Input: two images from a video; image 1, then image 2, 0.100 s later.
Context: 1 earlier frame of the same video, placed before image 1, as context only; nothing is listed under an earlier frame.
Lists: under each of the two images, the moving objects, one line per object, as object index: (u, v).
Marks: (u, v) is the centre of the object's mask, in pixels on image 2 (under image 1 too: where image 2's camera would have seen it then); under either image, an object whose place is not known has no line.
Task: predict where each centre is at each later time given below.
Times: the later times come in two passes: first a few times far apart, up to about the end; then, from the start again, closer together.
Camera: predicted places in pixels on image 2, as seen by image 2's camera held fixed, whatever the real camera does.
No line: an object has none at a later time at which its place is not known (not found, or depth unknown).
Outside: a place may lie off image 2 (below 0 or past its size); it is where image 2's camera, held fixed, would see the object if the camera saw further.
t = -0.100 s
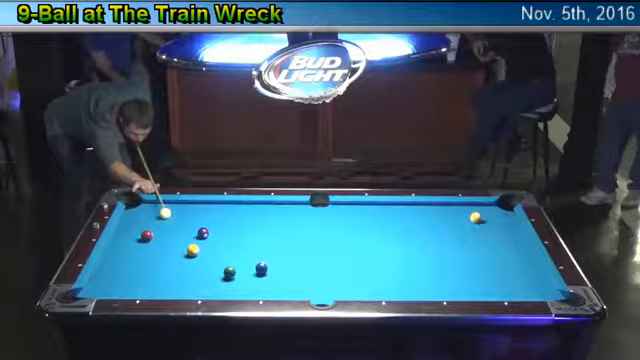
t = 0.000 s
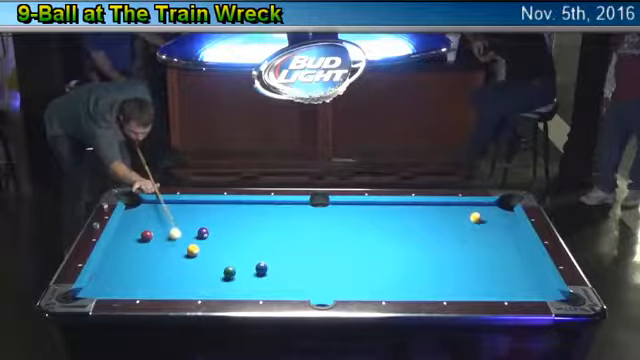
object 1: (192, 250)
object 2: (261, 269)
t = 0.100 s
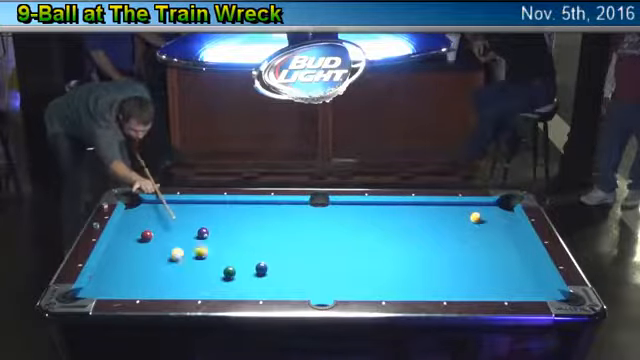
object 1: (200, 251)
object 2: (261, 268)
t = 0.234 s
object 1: (233, 257)
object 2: (261, 268)
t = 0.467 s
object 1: (276, 262)
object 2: (264, 272)
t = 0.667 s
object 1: (311, 261)
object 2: (268, 280)
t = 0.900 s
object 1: (350, 261)
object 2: (272, 287)
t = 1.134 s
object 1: (387, 260)
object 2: (277, 292)
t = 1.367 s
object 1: (423, 260)
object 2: (279, 291)
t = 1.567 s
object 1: (453, 259)
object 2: (281, 289)
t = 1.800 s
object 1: (486, 258)
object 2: (284, 286)
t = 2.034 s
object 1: (519, 257)
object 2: (287, 284)
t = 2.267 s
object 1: (522, 256)
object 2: (288, 282)
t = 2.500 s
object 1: (506, 256)
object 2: (289, 281)
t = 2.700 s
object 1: (493, 255)
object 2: (289, 281)
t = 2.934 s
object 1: (479, 255)
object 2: (289, 281)
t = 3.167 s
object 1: (464, 254)
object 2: (289, 281)
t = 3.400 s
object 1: (452, 254)
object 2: (289, 281)
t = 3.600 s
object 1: (442, 254)
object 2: (289, 281)
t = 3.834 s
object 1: (432, 254)
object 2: (289, 281)
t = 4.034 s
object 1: (422, 254)
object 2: (289, 281)
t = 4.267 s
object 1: (414, 253)
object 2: (289, 281)
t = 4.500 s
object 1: (407, 253)
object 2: (289, 281)
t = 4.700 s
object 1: (401, 253)
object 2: (289, 281)
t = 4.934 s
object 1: (397, 253)
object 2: (289, 281)
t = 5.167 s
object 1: (392, 253)
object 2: (289, 281)
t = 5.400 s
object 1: (389, 253)
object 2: (289, 281)
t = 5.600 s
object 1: (387, 254)
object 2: (289, 281)
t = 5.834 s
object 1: (387, 254)
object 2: (289, 281)
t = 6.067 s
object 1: (387, 254)
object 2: (289, 281)
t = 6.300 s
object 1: (387, 254)
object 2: (289, 281)
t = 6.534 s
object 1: (387, 254)
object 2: (289, 281)
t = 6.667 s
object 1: (387, 254)
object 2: (289, 281)
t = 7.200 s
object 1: (387, 254)
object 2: (289, 280)
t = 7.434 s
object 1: (387, 253)
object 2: (289, 280)
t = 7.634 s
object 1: (387, 253)
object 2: (289, 281)
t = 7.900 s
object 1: (387, 253)
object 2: (289, 281)
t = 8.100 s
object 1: (387, 253)
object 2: (289, 281)
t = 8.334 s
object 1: (387, 253)
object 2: (289, 281)
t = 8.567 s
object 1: (387, 253)
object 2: (289, 281)
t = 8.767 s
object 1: (387, 254)
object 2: (289, 281)
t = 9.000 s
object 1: (387, 253)
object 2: (289, 281)
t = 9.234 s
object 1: (387, 253)
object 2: (289, 281)
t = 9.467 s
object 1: (387, 253)
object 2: (289, 281)
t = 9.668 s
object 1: (387, 253)
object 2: (289, 281)
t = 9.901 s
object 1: (387, 253)
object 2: (289, 281)
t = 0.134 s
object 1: (210, 253)
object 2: (261, 268)
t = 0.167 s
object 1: (218, 254)
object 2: (261, 269)
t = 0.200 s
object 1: (225, 255)
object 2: (261, 268)
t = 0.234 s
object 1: (233, 257)
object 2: (261, 268)
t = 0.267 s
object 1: (240, 259)
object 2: (261, 268)
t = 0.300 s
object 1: (245, 260)
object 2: (261, 268)
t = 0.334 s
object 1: (251, 261)
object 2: (261, 268)
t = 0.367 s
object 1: (259, 260)
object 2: (261, 269)
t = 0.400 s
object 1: (265, 260)
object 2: (262, 270)
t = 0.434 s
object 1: (271, 261)
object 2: (263, 271)
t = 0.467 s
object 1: (276, 262)
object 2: (264, 272)
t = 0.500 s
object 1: (282, 262)
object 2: (265, 274)
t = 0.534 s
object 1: (288, 261)
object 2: (265, 276)
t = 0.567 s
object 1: (293, 261)
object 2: (266, 277)
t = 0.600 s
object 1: (299, 261)
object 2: (266, 278)
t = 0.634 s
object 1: (305, 261)
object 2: (267, 279)
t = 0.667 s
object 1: (311, 261)
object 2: (268, 280)
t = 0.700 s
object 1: (316, 261)
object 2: (268, 282)
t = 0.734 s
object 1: (322, 261)
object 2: (269, 283)
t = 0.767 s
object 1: (327, 261)
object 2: (270, 283)
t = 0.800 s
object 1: (333, 261)
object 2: (270, 285)
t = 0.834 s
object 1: (338, 261)
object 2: (271, 286)
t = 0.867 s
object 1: (344, 261)
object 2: (272, 287)
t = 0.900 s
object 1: (350, 261)
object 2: (272, 287)
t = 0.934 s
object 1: (355, 261)
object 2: (273, 289)
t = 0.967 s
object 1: (361, 261)
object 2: (273, 290)
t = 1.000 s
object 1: (366, 261)
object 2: (274, 291)
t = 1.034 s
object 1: (372, 261)
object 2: (274, 291)
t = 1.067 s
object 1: (377, 261)
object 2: (275, 292)
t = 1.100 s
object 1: (382, 260)
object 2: (276, 292)
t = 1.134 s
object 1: (387, 260)
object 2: (277, 292)
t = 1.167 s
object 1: (392, 260)
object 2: (277, 292)
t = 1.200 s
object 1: (397, 261)
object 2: (277, 292)
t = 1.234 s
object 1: (403, 260)
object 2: (278, 291)
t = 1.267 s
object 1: (408, 260)
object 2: (278, 291)
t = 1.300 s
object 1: (413, 260)
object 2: (278, 291)
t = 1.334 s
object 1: (417, 260)
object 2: (279, 291)
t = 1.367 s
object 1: (423, 260)
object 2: (279, 291)
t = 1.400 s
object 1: (428, 260)
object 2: (279, 290)
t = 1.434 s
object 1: (433, 259)
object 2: (280, 290)
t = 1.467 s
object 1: (438, 259)
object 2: (280, 290)
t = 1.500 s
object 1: (443, 259)
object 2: (281, 289)
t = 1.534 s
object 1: (448, 260)
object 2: (281, 289)
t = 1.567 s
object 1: (453, 259)
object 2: (281, 289)
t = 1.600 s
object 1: (458, 259)
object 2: (282, 289)
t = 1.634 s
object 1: (462, 258)
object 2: (282, 289)
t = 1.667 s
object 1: (468, 258)
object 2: (283, 288)
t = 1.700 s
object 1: (472, 258)
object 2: (283, 288)
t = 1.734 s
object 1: (477, 258)
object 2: (283, 288)
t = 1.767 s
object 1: (481, 258)
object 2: (284, 286)
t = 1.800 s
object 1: (486, 258)
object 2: (284, 286)
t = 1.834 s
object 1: (491, 258)
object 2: (284, 286)
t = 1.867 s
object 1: (496, 257)
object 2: (285, 285)
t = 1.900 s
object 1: (501, 258)
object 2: (286, 285)
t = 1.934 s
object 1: (505, 258)
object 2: (286, 284)
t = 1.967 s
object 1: (509, 258)
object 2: (286, 284)
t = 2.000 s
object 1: (514, 257)
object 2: (287, 284)
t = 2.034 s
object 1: (519, 257)
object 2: (287, 284)
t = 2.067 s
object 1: (523, 257)
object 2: (287, 283)
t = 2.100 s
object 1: (527, 257)
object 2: (287, 283)
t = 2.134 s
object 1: (531, 257)
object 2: (288, 283)
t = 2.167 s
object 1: (530, 257)
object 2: (288, 282)
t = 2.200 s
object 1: (528, 257)
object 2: (288, 282)
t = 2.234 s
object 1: (525, 256)
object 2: (288, 282)
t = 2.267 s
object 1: (522, 256)
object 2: (288, 282)
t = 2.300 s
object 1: (520, 256)
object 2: (288, 282)
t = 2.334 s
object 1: (518, 256)
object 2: (288, 282)
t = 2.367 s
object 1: (517, 256)
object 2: (289, 281)
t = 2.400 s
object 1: (514, 257)
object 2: (288, 281)
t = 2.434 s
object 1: (510, 255)
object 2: (289, 281)
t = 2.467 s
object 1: (508, 256)
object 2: (289, 281)
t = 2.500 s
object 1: (506, 256)
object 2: (289, 281)
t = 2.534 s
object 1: (503, 256)
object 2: (289, 281)
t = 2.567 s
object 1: (501, 256)
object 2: (289, 281)
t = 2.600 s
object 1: (497, 256)
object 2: (289, 281)
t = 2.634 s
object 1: (496, 256)
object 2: (289, 281)
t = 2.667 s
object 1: (494, 256)
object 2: (289, 281)
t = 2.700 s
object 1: (493, 255)
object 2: (289, 281)
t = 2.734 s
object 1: (490, 255)
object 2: (289, 281)
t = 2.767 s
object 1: (488, 255)
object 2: (289, 281)
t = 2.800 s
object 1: (486, 255)
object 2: (289, 281)
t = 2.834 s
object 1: (485, 255)
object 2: (289, 281)
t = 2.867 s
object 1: (483, 255)
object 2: (289, 281)
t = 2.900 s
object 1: (481, 255)
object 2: (289, 281)
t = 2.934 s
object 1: (479, 255)
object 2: (289, 281)
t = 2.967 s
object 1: (476, 255)
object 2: (289, 281)
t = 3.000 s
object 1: (474, 255)
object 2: (289, 281)
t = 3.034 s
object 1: (472, 255)
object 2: (289, 281)
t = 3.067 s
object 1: (470, 255)
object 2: (289, 281)
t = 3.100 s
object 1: (468, 255)
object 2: (289, 281)
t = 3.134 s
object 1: (466, 255)
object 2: (289, 281)
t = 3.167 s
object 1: (464, 254)
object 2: (289, 281)
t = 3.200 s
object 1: (463, 254)
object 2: (289, 281)
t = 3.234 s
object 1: (461, 254)
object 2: (289, 281)
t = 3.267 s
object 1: (459, 254)
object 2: (289, 281)
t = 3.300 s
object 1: (458, 254)
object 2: (289, 281)
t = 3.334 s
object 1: (455, 254)
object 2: (289, 281)
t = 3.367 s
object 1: (454, 254)
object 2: (289, 281)
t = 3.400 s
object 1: (452, 254)
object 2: (289, 281)
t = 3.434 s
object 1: (452, 254)
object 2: (289, 281)
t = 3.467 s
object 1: (449, 254)
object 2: (289, 281)
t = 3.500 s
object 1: (449, 254)
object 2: (289, 281)
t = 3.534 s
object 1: (445, 254)
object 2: (289, 281)
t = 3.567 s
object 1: (444, 254)
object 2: (289, 281)
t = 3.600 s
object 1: (442, 254)
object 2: (289, 281)
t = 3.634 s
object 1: (441, 254)
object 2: (289, 281)
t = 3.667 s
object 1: (440, 254)
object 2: (289, 281)
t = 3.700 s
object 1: (438, 254)
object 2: (289, 281)
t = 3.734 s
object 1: (436, 254)
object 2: (289, 281)
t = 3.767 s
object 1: (435, 254)
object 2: (289, 281)
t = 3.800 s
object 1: (433, 254)
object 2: (289, 281)
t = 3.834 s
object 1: (432, 254)
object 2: (289, 281)
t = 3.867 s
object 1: (430, 254)
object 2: (289, 281)
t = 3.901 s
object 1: (427, 254)
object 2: (289, 281)
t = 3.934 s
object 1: (427, 254)
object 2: (289, 281)
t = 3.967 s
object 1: (425, 254)
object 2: (289, 281)
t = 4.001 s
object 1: (424, 254)
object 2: (289, 281)
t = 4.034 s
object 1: (422, 254)
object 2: (289, 281)
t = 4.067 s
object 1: (421, 253)
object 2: (289, 281)
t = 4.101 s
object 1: (420, 254)
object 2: (289, 281)
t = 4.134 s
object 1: (419, 254)
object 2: (289, 281)
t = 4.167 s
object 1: (417, 254)
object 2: (289, 281)
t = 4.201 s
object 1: (416, 253)
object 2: (289, 281)
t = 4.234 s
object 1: (415, 253)
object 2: (289, 281)
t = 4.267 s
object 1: (414, 253)
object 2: (289, 281)
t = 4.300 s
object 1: (413, 253)
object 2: (289, 281)
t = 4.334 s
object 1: (412, 254)
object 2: (289, 281)
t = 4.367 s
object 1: (411, 253)
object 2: (289, 281)
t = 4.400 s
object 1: (411, 253)
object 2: (289, 281)
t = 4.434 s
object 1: (409, 253)
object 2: (289, 281)
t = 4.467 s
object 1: (409, 254)
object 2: (289, 281)
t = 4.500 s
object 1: (407, 253)
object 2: (289, 281)
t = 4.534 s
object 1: (406, 253)
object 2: (289, 281)
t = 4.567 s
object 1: (405, 253)
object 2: (289, 281)
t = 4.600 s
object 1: (403, 253)
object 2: (289, 281)
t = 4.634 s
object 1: (403, 253)
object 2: (289, 281)
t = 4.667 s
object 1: (403, 253)
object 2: (289, 281)
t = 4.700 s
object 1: (401, 253)
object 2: (289, 281)
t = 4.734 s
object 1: (400, 253)
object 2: (289, 281)
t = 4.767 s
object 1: (400, 253)
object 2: (289, 281)
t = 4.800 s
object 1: (399, 253)
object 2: (289, 281)
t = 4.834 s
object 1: (398, 253)
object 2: (289, 281)
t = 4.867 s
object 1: (398, 253)
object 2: (289, 281)
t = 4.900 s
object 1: (397, 253)
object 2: (289, 281)
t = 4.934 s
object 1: (397, 253)
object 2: (289, 281)
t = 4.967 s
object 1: (395, 253)
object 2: (289, 281)
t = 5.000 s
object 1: (395, 253)
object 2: (289, 281)
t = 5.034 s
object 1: (394, 253)
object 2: (289, 281)
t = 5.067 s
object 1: (394, 253)
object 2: (289, 281)
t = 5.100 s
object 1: (393, 253)
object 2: (289, 281)
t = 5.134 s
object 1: (392, 253)
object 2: (289, 281)
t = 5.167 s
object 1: (392, 253)
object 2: (289, 281)
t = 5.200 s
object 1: (391, 254)
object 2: (289, 281)
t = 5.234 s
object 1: (391, 254)
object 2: (289, 281)
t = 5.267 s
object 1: (391, 253)
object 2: (289, 281)
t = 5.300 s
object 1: (391, 253)
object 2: (289, 281)
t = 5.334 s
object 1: (391, 253)
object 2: (289, 281)
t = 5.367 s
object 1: (390, 254)
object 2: (289, 281)
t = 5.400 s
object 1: (389, 253)
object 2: (289, 281)
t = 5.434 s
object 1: (389, 253)
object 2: (289, 281)
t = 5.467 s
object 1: (388, 253)
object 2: (289, 281)
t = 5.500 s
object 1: (388, 254)
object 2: (289, 281)
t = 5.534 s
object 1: (388, 254)
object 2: (289, 281)
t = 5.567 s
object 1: (387, 254)
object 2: (289, 281)
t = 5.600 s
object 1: (387, 254)
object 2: (289, 281)
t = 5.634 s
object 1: (387, 254)
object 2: (289, 281)
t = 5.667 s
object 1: (387, 254)
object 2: (289, 281)
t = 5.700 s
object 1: (387, 254)
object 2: (289, 281)
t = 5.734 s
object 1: (387, 254)
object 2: (289, 281)
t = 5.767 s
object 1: (387, 254)
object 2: (289, 281)
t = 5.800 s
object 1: (387, 254)
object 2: (289, 281)
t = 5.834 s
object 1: (387, 254)
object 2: (289, 281)
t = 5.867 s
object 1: (387, 254)
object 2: (289, 281)
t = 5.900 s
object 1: (387, 254)
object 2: (289, 281)
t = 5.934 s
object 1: (387, 254)
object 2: (289, 281)
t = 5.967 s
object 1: (387, 254)
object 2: (289, 281)
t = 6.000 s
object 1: (387, 254)
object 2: (289, 281)
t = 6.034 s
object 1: (387, 254)
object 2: (289, 281)
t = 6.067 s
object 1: (387, 254)
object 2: (289, 281)
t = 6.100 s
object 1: (387, 254)
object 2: (289, 281)
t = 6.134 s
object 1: (387, 254)
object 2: (289, 281)
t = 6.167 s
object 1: (387, 254)
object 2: (289, 281)
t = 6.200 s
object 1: (387, 254)
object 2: (289, 281)
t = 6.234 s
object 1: (387, 254)
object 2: (289, 281)
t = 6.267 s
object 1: (387, 254)
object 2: (289, 281)
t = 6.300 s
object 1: (387, 254)
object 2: (289, 281)
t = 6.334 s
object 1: (387, 254)
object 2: (289, 281)
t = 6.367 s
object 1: (387, 254)
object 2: (289, 281)
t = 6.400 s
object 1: (387, 254)
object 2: (289, 281)
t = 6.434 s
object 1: (387, 254)
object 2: (289, 281)
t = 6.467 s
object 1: (387, 254)
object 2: (289, 281)
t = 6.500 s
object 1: (387, 254)
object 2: (289, 281)
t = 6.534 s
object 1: (387, 254)
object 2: (289, 281)
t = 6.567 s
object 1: (387, 254)
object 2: (289, 281)
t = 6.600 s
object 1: (387, 254)
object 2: (289, 281)
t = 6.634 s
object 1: (387, 254)
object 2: (289, 281)
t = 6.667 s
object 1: (387, 254)
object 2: (289, 281)
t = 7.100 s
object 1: (387, 253)
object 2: (289, 280)
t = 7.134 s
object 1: (387, 253)
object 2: (289, 280)
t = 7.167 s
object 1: (387, 253)
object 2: (289, 280)
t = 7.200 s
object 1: (387, 254)
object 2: (289, 280)
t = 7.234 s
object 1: (387, 254)
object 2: (289, 280)
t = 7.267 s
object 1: (387, 254)
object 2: (289, 280)
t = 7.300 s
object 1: (387, 254)
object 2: (289, 280)
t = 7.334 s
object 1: (387, 254)
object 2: (289, 280)
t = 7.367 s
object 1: (387, 254)
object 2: (289, 280)
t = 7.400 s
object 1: (387, 253)
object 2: (289, 280)
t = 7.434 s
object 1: (387, 253)
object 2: (289, 280)
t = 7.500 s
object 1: (387, 253)
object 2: (289, 280)
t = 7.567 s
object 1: (387, 253)
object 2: (289, 281)
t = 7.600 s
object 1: (387, 253)
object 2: (289, 281)
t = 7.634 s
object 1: (387, 253)
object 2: (289, 281)
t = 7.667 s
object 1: (387, 253)
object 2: (289, 281)
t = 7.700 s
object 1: (387, 253)
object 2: (289, 281)
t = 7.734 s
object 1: (387, 253)
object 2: (289, 281)
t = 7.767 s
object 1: (387, 253)
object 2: (289, 281)
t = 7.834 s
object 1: (387, 253)
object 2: (289, 281)
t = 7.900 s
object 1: (387, 253)
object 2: (289, 281)
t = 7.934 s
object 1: (387, 253)
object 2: (289, 281)
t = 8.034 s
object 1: (387, 253)
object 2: (289, 281)
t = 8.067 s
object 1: (387, 253)
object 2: (289, 281)
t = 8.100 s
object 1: (387, 253)
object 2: (289, 281)
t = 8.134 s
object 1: (387, 253)
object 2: (289, 281)
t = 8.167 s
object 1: (387, 253)
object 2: (289, 281)
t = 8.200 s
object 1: (387, 253)
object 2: (289, 281)
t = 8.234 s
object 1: (387, 253)
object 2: (289, 281)
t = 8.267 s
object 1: (387, 253)
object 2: (289, 281)
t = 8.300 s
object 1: (387, 253)
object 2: (289, 281)
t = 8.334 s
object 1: (387, 253)
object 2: (289, 281)
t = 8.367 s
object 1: (387, 253)
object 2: (289, 281)
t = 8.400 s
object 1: (387, 253)
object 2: (289, 281)
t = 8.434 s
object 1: (387, 253)
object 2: (289, 281)
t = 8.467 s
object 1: (387, 253)
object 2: (289, 281)
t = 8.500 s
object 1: (387, 253)
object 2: (289, 281)
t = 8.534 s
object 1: (387, 253)
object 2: (289, 281)
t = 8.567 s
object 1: (387, 253)
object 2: (289, 281)
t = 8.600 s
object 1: (387, 254)
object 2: (289, 281)
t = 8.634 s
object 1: (387, 253)
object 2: (289, 281)
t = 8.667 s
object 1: (387, 253)
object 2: (289, 281)
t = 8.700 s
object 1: (387, 253)
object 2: (289, 281)
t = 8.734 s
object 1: (387, 253)
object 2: (289, 281)
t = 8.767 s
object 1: (387, 254)
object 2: (289, 281)
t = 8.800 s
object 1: (387, 254)
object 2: (289, 281)
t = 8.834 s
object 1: (387, 254)
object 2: (289, 281)
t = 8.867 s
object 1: (387, 253)
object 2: (289, 281)
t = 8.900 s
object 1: (387, 253)
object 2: (289, 281)
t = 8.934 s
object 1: (387, 253)
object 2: (289, 281)
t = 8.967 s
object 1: (387, 253)
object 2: (289, 281)
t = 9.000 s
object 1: (387, 253)
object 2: (289, 281)
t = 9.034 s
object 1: (387, 253)
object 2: (289, 281)
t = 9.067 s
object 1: (387, 253)
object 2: (289, 281)
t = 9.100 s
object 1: (387, 253)
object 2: (289, 281)
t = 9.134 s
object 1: (387, 254)
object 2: (289, 281)
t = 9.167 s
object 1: (387, 253)
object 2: (289, 281)
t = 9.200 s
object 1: (387, 254)
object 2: (289, 281)
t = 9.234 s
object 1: (387, 253)
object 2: (289, 281)
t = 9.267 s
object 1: (387, 253)
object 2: (289, 281)
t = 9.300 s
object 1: (387, 253)
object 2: (289, 281)
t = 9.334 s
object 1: (387, 253)
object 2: (289, 281)
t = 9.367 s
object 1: (387, 253)
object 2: (289, 281)
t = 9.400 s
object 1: (387, 253)
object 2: (289, 281)
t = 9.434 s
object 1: (387, 253)
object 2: (289, 281)
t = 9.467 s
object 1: (387, 253)
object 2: (289, 281)
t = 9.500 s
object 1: (387, 254)
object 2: (289, 281)
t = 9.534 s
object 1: (387, 253)
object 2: (289, 281)
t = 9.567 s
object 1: (387, 254)
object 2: (289, 281)
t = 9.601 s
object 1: (387, 253)
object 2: (289, 281)
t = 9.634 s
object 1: (387, 253)
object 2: (289, 281)
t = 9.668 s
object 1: (387, 253)
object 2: (289, 281)
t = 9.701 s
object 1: (387, 253)
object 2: (289, 281)
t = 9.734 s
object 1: (387, 253)
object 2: (289, 281)
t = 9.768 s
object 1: (387, 253)
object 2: (289, 281)
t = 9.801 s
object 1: (387, 253)
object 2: (289, 281)
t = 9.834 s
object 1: (387, 253)
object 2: (289, 281)
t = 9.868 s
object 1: (387, 253)
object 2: (289, 281)
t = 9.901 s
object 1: (387, 253)
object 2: (289, 281)
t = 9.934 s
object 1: (387, 253)
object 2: (289, 281)
